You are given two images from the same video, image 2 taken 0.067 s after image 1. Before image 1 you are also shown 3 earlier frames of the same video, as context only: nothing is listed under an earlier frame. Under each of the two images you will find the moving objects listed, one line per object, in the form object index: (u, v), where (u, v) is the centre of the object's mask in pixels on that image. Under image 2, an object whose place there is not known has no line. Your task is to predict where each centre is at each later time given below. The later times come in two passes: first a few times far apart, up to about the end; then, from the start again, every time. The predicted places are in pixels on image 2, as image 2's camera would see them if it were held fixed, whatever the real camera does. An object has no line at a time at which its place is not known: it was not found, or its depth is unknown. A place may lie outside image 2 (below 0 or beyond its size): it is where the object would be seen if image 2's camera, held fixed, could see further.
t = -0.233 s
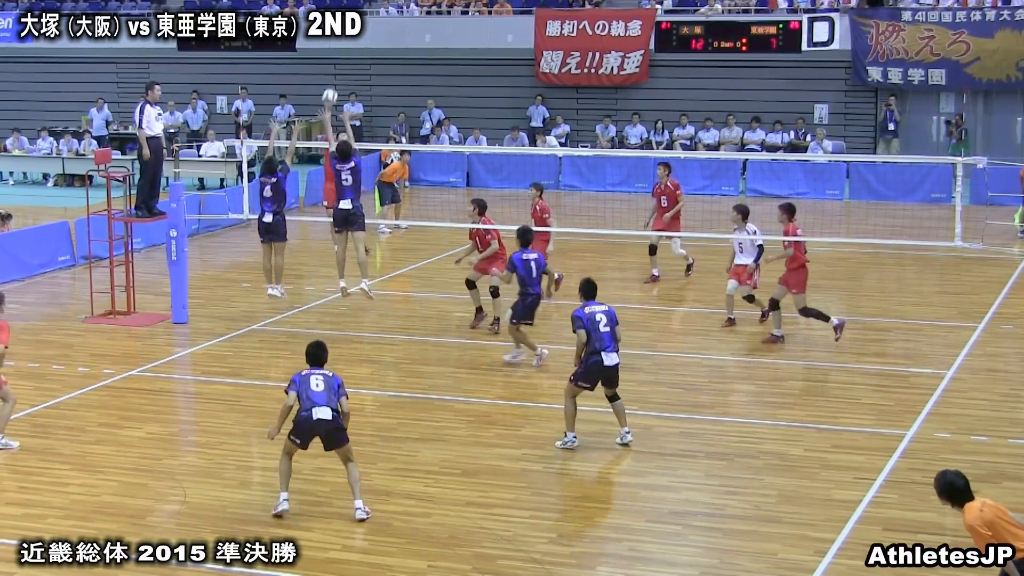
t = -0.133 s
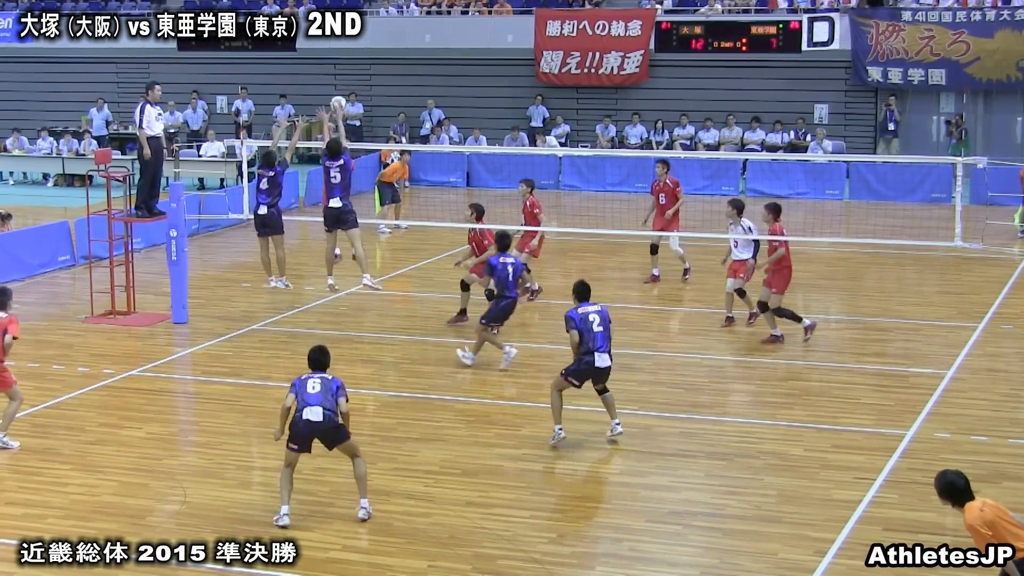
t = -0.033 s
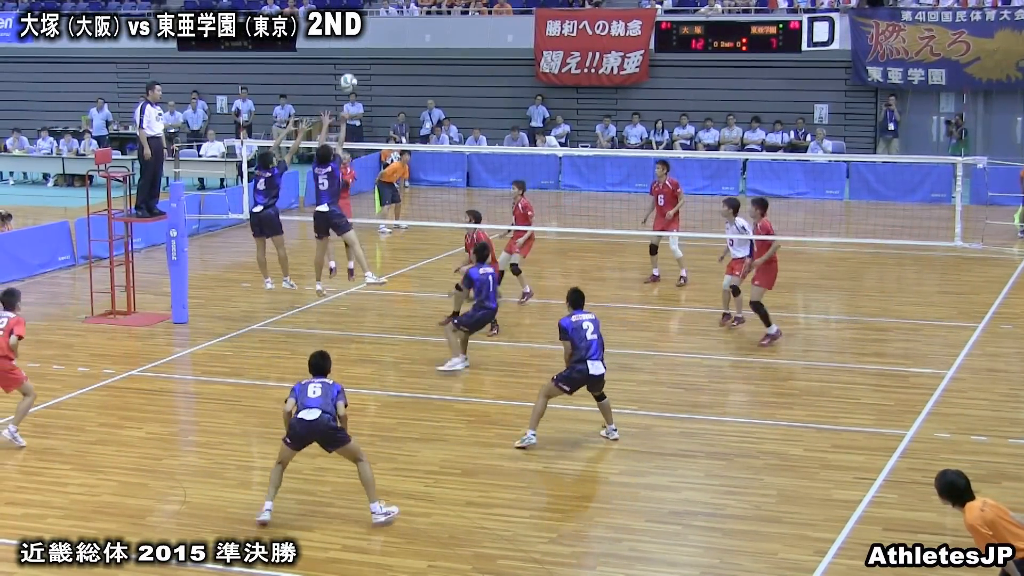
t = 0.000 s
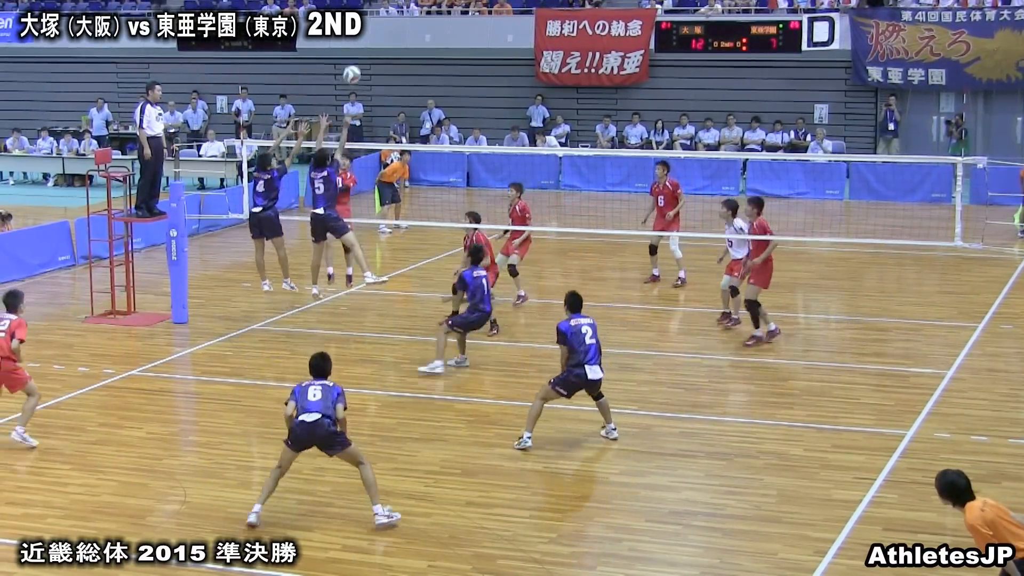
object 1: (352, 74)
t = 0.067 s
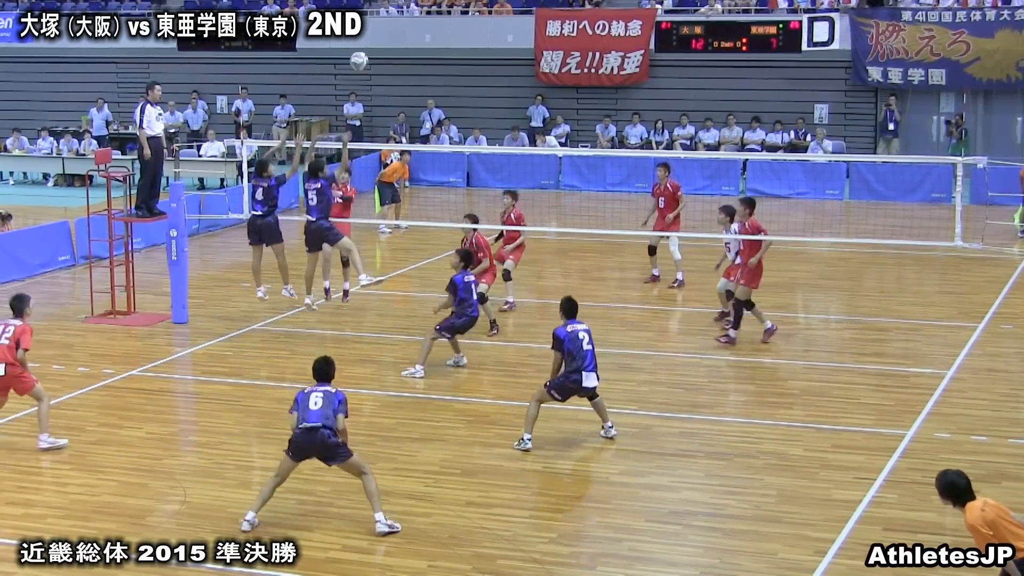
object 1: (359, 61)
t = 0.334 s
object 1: (392, 43)
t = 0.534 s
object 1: (420, 76)
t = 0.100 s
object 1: (362, 55)
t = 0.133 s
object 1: (367, 49)
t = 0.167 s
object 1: (371, 47)
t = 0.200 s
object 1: (375, 43)
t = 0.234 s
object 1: (379, 42)
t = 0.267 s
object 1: (383, 41)
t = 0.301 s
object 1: (388, 41)
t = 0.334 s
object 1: (392, 43)
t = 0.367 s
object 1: (397, 45)
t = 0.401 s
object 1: (401, 50)
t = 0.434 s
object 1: (405, 54)
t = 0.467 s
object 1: (410, 60)
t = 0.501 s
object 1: (415, 68)
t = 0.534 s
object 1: (420, 76)
